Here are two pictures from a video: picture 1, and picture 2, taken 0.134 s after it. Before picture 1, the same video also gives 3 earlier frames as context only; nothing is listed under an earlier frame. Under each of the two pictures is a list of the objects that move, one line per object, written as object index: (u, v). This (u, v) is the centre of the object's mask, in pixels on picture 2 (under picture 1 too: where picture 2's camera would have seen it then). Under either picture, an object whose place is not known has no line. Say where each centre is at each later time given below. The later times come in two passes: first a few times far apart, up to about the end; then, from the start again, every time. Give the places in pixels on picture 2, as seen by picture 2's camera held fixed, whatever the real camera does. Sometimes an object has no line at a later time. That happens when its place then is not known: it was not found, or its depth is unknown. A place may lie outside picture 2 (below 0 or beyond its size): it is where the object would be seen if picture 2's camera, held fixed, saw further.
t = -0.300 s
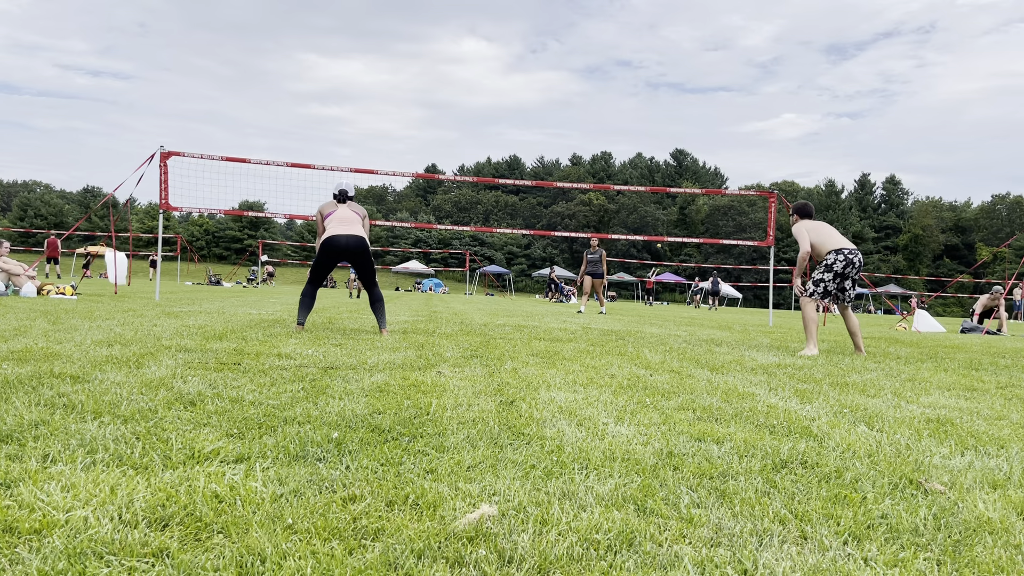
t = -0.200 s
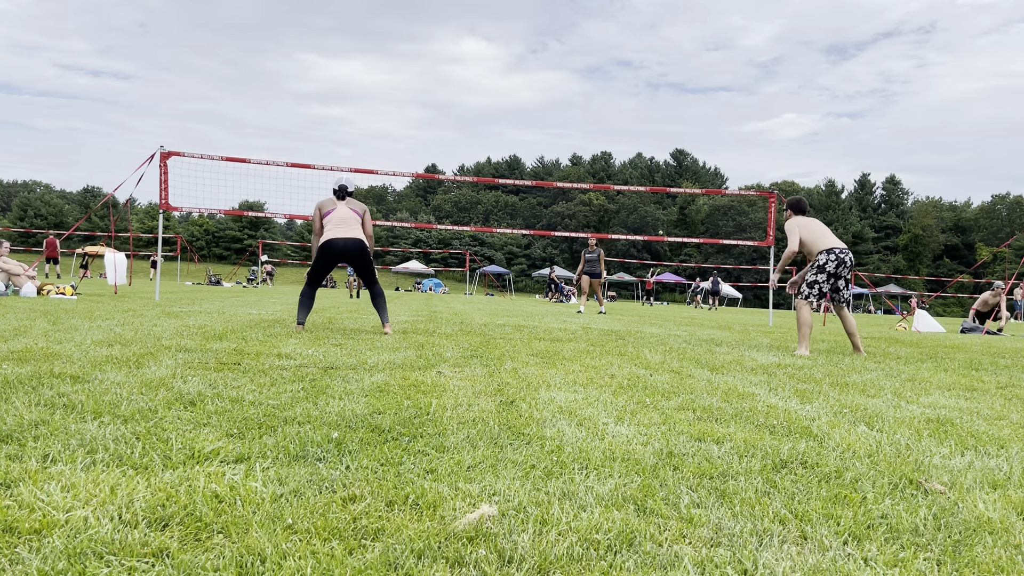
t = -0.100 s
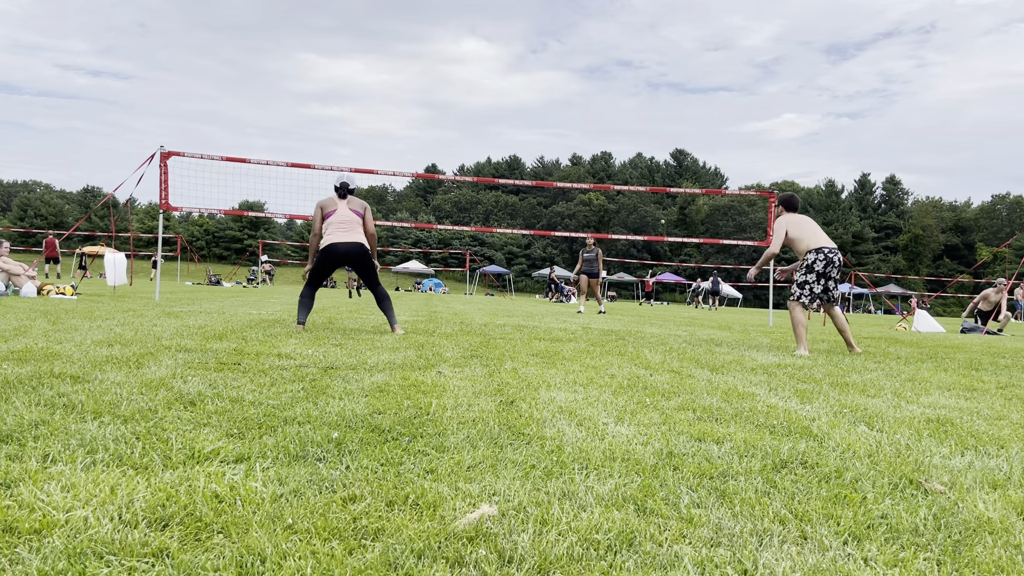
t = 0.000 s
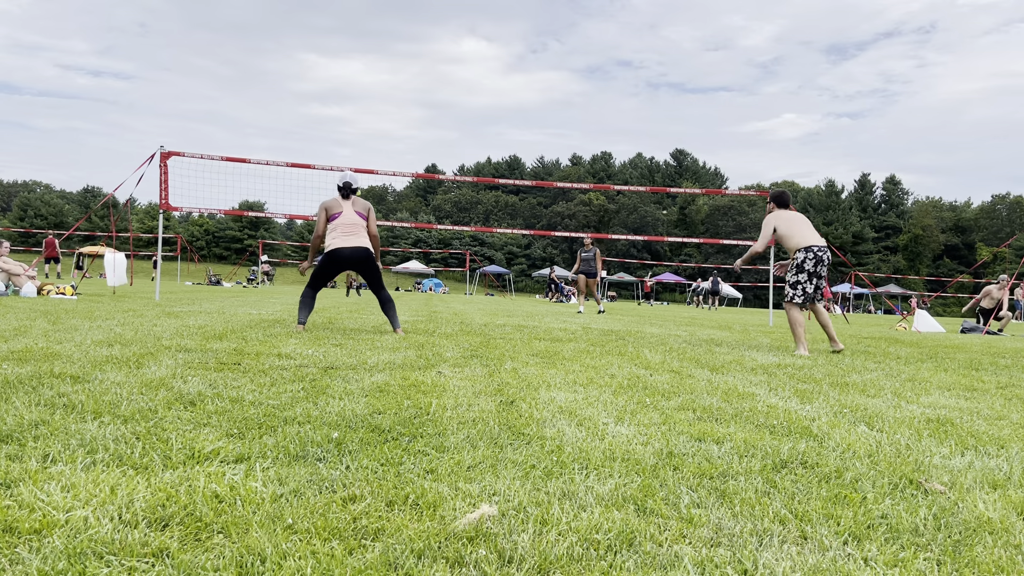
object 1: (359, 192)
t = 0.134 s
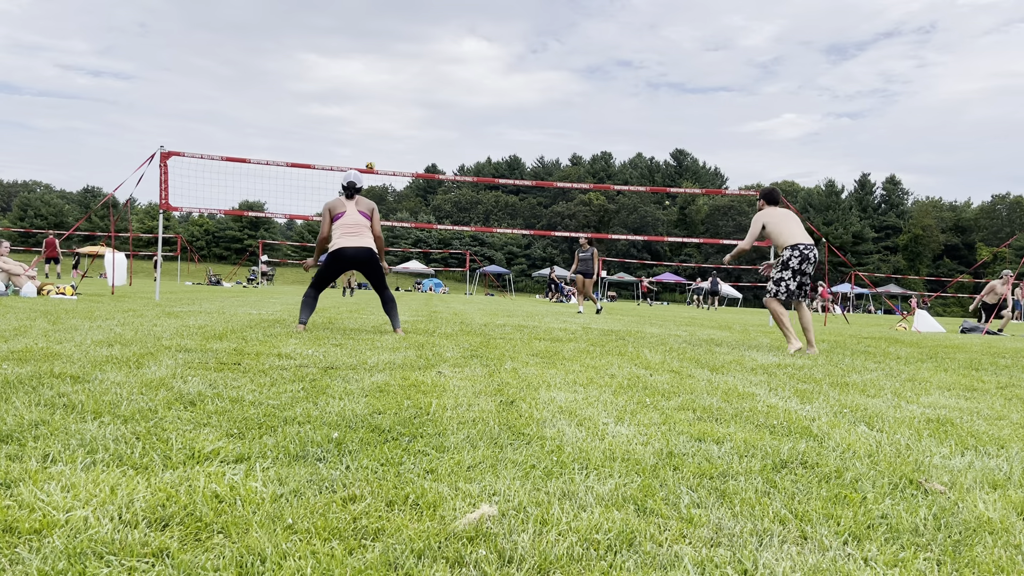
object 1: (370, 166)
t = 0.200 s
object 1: (377, 154)
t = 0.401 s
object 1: (403, 126)
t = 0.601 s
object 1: (436, 119)
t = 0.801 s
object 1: (483, 143)
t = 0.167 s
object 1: (373, 160)
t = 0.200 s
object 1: (377, 154)
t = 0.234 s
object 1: (381, 148)
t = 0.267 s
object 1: (385, 143)
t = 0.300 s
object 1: (389, 138)
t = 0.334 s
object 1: (394, 134)
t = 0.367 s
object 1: (398, 130)
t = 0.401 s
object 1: (403, 126)
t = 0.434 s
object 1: (408, 124)
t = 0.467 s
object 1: (413, 121)
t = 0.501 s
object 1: (418, 120)
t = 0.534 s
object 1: (424, 119)
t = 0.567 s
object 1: (430, 119)
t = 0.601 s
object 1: (436, 119)
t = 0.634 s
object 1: (442, 121)
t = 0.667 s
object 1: (449, 123)
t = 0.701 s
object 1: (457, 126)
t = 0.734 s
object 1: (465, 131)
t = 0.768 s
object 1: (473, 136)
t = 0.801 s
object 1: (483, 143)
